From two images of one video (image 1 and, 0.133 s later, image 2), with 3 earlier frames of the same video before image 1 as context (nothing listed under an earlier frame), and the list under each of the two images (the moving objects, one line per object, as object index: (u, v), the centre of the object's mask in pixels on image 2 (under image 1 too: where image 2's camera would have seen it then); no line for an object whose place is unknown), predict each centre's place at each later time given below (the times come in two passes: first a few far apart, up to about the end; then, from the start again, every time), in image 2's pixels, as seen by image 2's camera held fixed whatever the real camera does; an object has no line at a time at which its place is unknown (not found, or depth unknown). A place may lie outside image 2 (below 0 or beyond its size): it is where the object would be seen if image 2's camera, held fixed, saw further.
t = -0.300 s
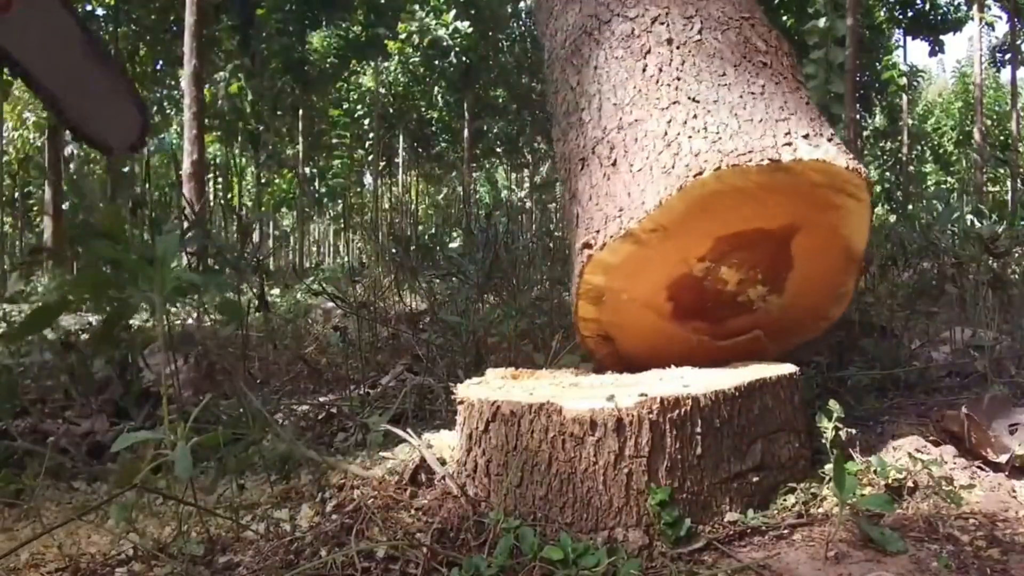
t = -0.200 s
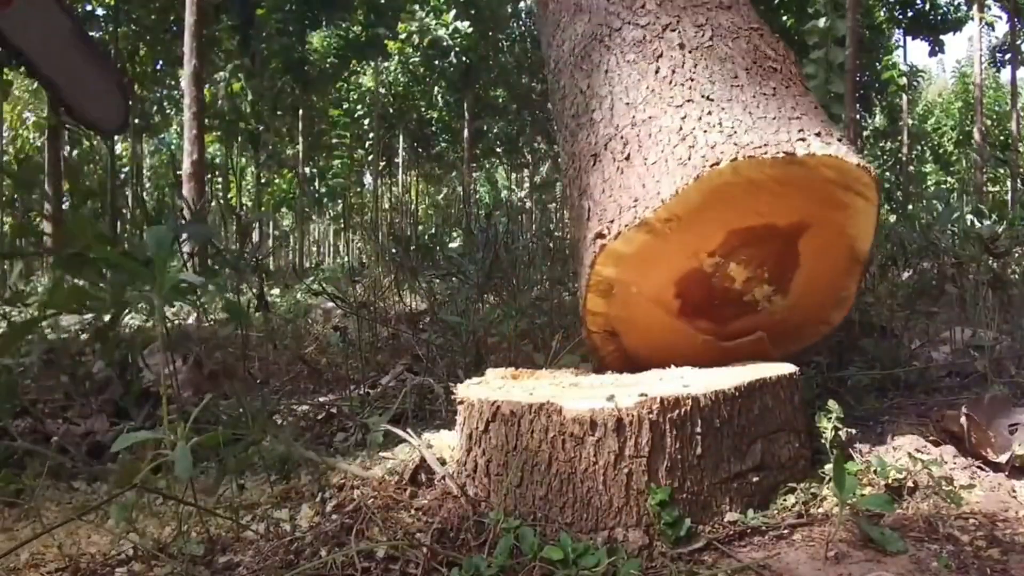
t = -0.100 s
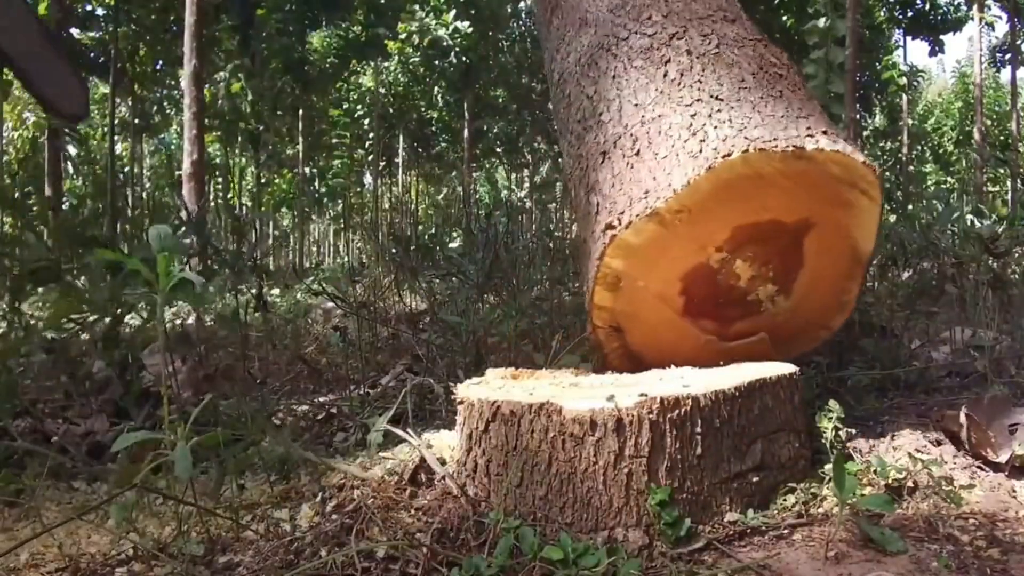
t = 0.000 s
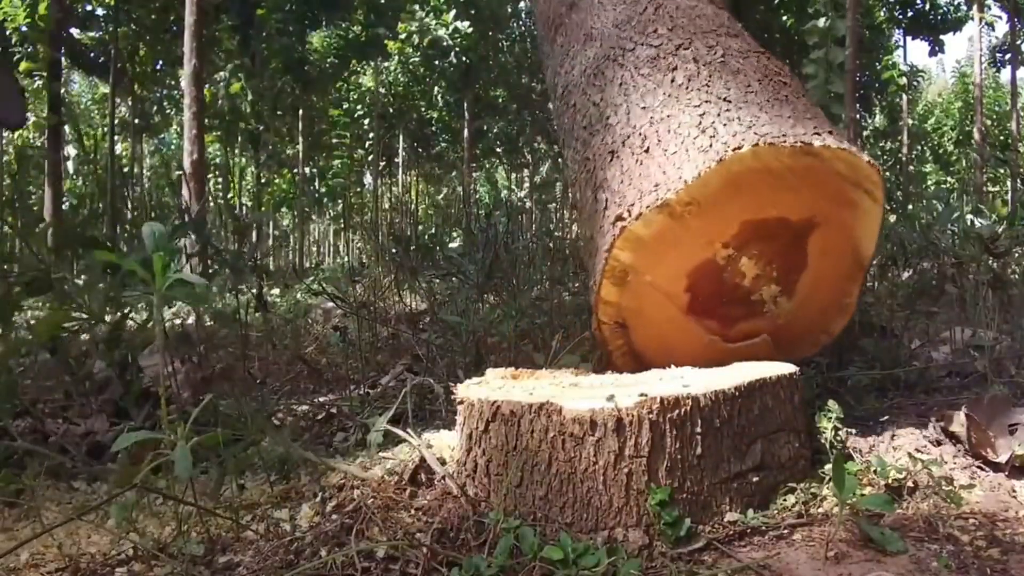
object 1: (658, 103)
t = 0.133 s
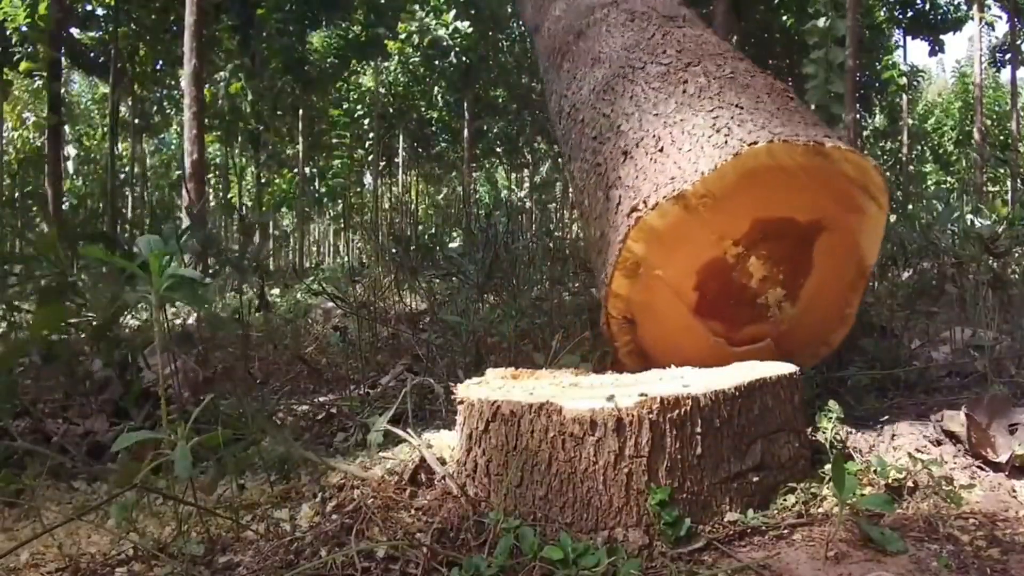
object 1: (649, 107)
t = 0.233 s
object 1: (642, 116)
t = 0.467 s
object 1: (621, 159)
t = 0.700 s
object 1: (600, 228)
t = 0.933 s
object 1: (612, 280)
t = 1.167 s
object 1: (662, 260)
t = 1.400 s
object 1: (667, 276)
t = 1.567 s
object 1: (665, 282)
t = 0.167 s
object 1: (647, 109)
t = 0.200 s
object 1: (644, 112)
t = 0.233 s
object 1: (642, 116)
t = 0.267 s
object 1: (639, 120)
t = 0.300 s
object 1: (637, 126)
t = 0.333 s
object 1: (635, 133)
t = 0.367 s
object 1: (632, 138)
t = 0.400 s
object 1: (626, 143)
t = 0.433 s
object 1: (621, 148)
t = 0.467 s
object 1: (621, 159)
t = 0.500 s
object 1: (618, 168)
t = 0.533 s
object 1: (612, 176)
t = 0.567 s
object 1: (610, 186)
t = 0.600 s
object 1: (606, 196)
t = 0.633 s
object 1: (605, 207)
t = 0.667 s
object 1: (602, 218)
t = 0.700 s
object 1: (600, 228)
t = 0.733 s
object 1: (600, 240)
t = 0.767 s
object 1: (602, 252)
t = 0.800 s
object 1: (598, 262)
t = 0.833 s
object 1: (597, 270)
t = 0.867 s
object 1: (597, 277)
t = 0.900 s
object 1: (602, 285)
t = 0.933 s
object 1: (612, 280)
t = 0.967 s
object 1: (619, 267)
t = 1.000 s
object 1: (622, 259)
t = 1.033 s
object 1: (629, 248)
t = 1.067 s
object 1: (632, 246)
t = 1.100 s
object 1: (644, 246)
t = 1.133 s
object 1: (651, 252)
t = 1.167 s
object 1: (662, 260)
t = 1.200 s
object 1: (674, 273)
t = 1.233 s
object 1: (684, 279)
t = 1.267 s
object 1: (690, 284)
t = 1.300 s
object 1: (690, 283)
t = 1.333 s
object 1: (687, 280)
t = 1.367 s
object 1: (670, 277)
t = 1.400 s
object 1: (667, 276)
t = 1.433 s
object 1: (663, 277)
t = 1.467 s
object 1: (663, 278)
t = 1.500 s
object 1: (662, 280)
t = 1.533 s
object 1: (662, 282)
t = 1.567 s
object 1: (665, 282)
